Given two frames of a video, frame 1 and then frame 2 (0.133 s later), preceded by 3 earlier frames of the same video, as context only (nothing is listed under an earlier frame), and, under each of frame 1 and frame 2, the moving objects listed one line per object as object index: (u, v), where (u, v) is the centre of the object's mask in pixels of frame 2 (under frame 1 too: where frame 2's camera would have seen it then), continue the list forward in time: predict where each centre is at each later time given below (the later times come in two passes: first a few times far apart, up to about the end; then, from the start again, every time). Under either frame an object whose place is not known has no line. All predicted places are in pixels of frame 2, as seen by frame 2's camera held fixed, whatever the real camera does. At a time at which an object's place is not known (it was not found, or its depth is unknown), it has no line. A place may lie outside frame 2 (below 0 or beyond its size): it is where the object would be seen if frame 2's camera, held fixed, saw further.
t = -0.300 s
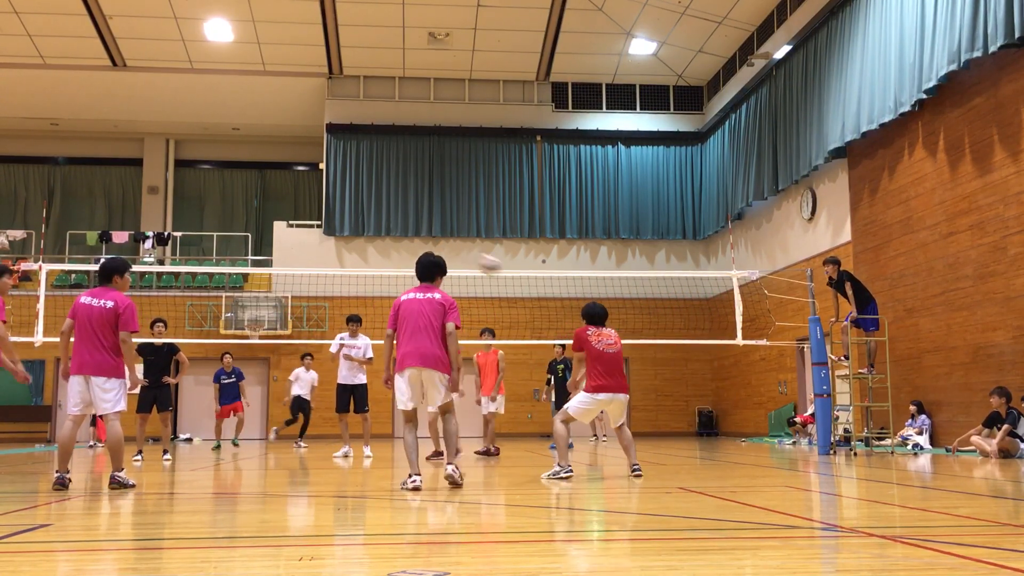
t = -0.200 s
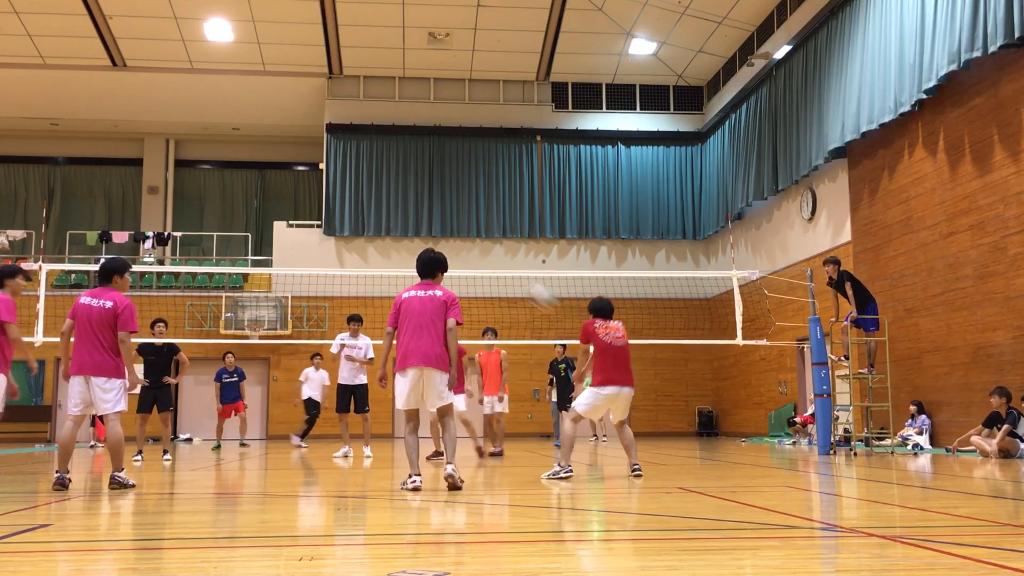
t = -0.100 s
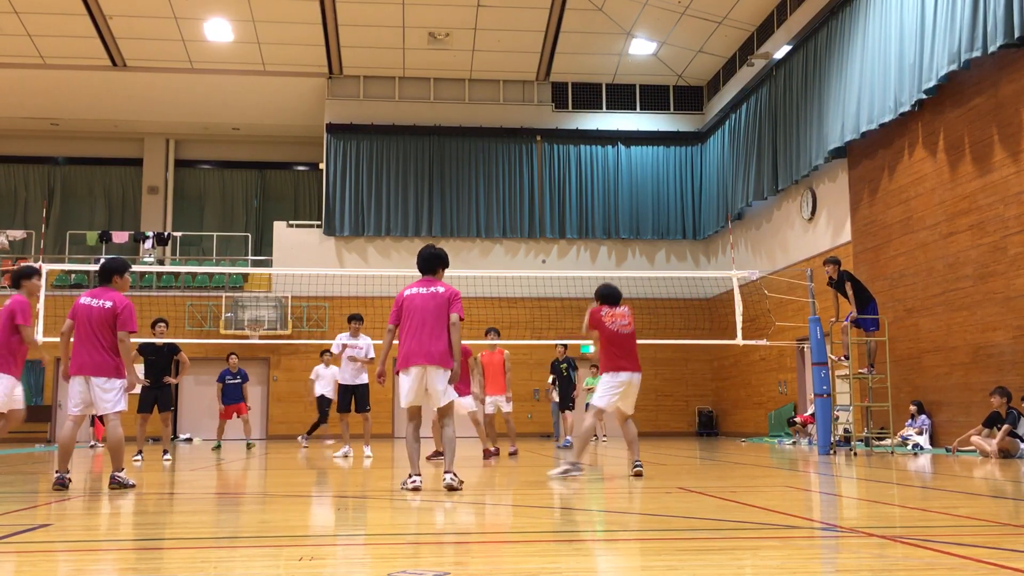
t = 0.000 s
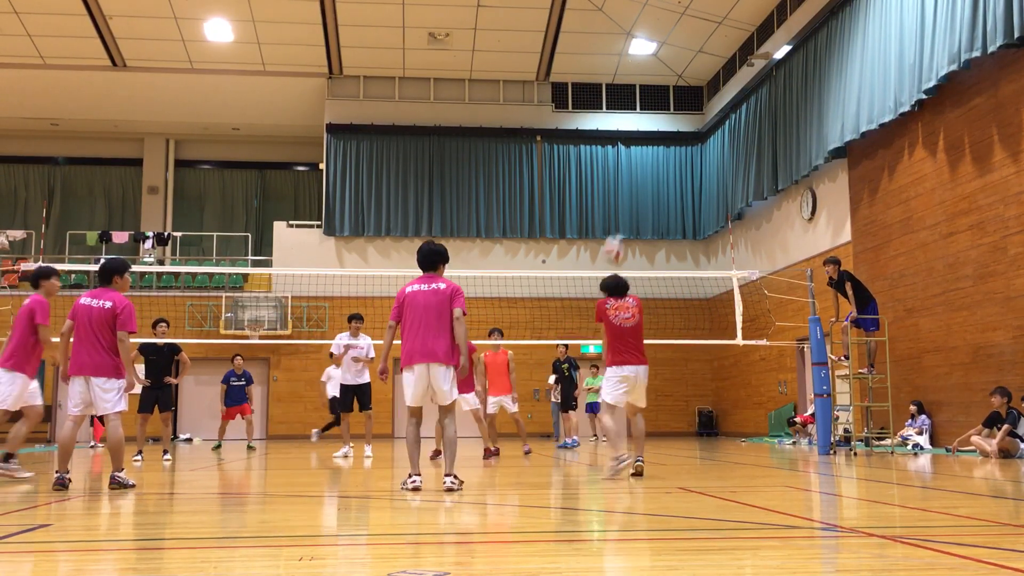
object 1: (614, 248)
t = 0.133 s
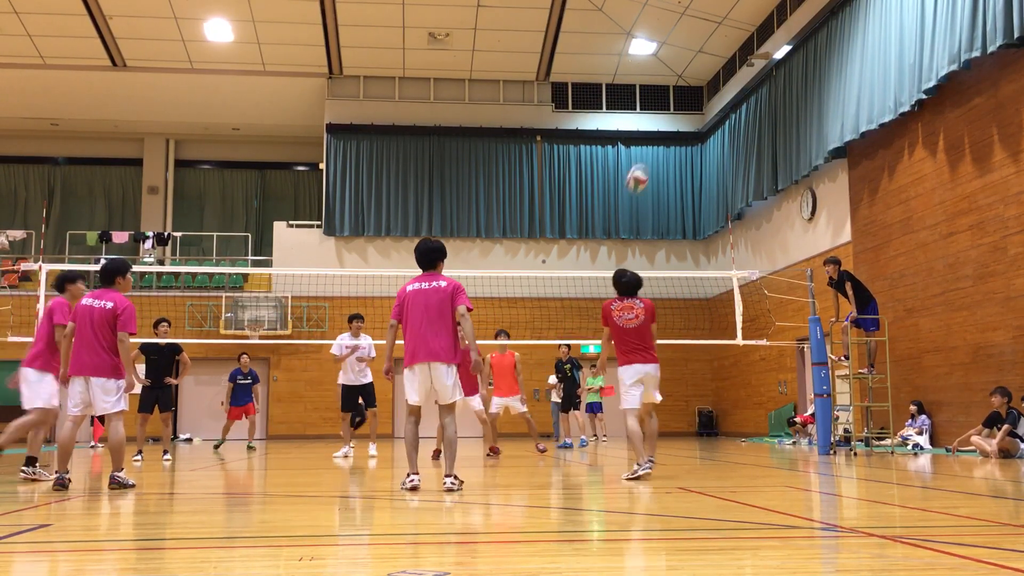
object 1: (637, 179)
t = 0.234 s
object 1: (654, 140)
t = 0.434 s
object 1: (686, 97)
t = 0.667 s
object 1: (721, 93)
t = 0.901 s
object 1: (753, 134)
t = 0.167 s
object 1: (643, 164)
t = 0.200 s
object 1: (649, 150)
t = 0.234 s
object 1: (654, 140)
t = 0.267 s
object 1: (660, 131)
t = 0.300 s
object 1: (666, 121)
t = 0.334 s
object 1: (671, 112)
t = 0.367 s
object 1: (676, 106)
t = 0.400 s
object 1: (681, 100)
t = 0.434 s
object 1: (686, 97)
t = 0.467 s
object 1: (691, 93)
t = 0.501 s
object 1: (696, 91)
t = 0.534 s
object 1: (702, 90)
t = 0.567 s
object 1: (706, 89)
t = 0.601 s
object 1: (711, 89)
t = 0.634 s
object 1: (716, 91)
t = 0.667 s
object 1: (721, 93)
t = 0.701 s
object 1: (726, 97)
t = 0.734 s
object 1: (731, 101)
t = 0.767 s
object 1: (734, 105)
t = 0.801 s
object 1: (739, 111)
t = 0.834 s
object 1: (744, 118)
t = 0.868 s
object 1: (749, 126)
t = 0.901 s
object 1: (753, 134)
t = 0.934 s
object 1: (757, 143)
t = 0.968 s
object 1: (762, 153)
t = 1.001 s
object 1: (766, 164)
